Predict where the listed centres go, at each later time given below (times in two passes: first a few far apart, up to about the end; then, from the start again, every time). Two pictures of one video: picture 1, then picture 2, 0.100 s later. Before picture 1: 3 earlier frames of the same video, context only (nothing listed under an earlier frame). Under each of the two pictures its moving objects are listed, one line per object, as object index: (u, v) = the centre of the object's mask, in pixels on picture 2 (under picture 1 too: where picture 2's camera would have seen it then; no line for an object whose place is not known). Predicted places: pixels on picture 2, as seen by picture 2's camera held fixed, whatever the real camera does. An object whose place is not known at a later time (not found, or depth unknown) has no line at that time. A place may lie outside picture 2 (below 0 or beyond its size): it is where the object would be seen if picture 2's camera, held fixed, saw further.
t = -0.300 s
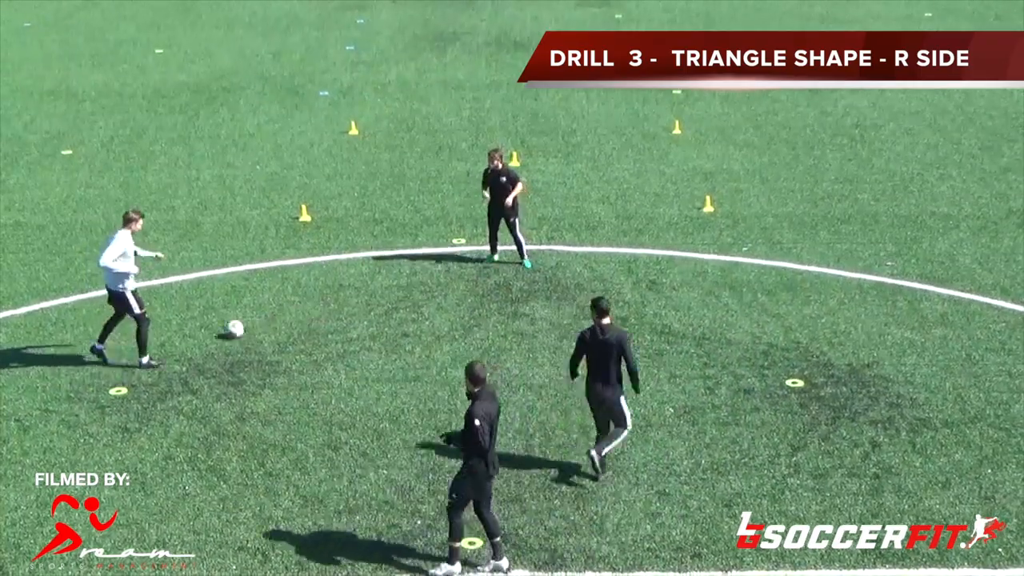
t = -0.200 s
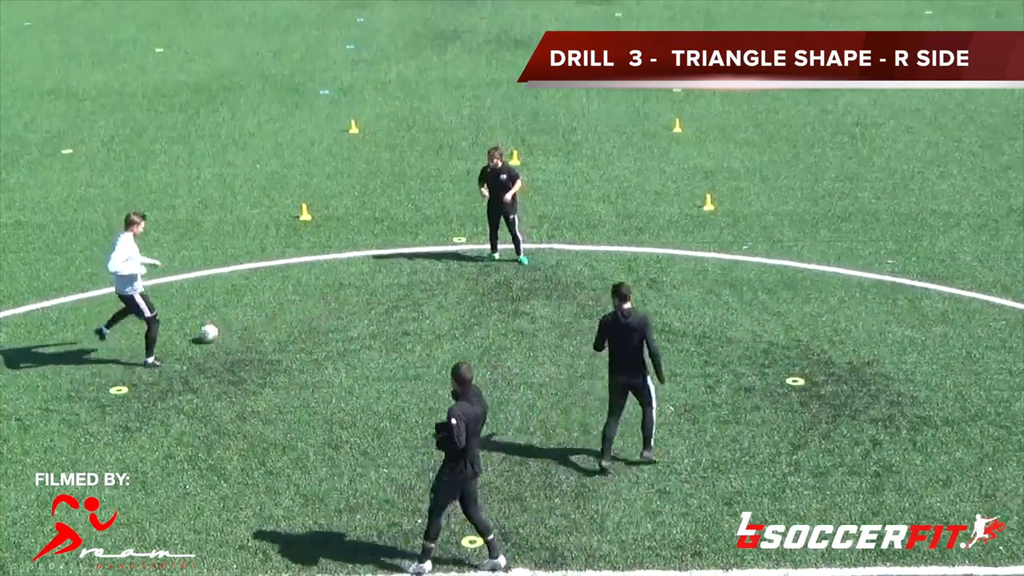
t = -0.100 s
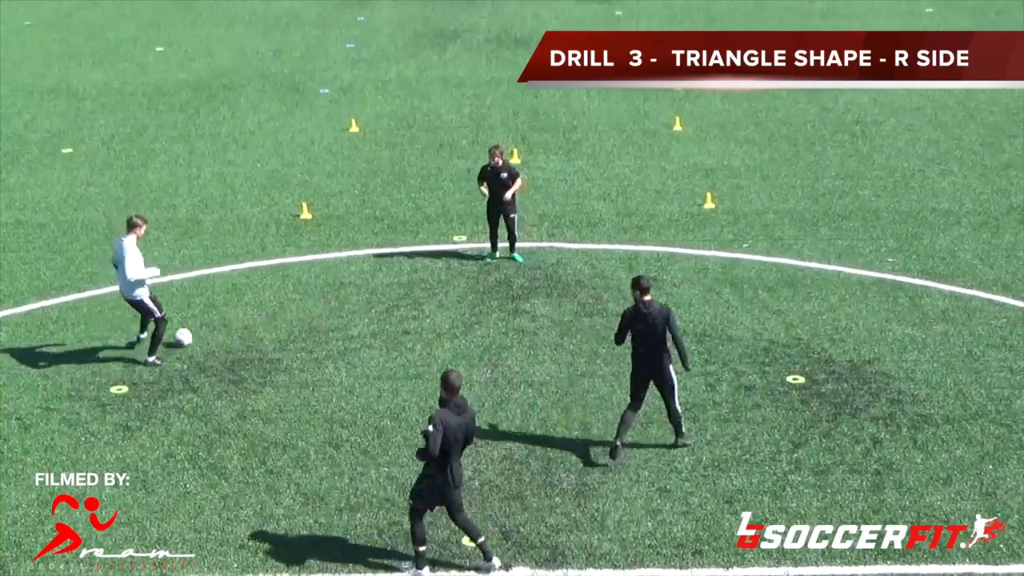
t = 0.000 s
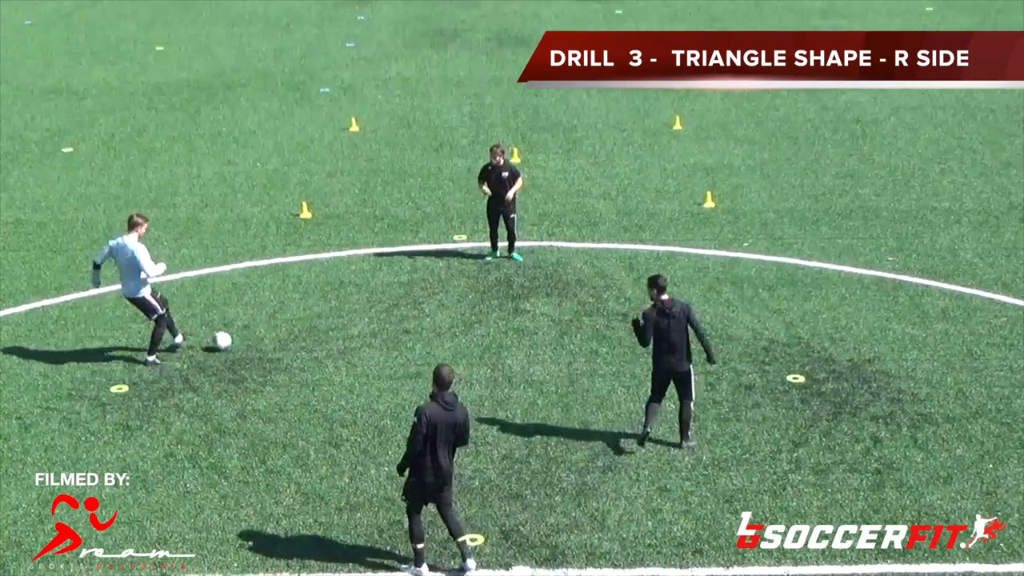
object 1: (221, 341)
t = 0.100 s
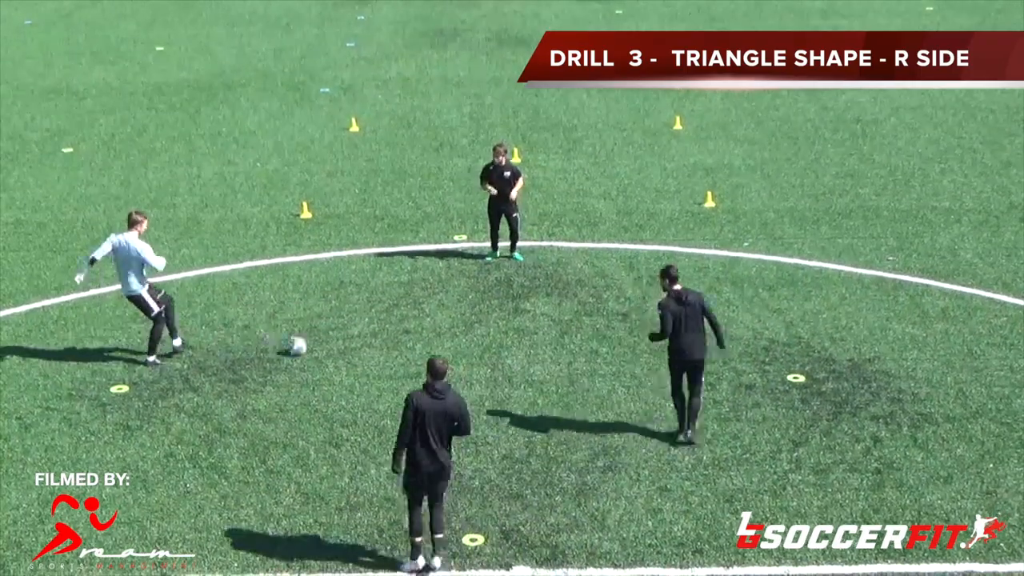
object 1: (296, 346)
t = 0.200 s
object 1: (365, 349)
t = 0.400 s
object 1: (494, 357)
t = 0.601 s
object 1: (606, 364)
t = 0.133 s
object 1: (319, 347)
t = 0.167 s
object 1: (342, 347)
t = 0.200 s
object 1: (365, 349)
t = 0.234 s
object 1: (388, 351)
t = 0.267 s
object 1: (410, 353)
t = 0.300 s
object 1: (431, 351)
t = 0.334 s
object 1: (452, 353)
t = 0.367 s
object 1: (473, 355)
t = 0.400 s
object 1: (494, 357)
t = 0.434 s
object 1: (514, 359)
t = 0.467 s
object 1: (534, 359)
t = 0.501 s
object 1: (551, 360)
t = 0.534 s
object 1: (571, 361)
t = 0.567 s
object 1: (588, 363)
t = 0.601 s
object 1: (606, 364)
